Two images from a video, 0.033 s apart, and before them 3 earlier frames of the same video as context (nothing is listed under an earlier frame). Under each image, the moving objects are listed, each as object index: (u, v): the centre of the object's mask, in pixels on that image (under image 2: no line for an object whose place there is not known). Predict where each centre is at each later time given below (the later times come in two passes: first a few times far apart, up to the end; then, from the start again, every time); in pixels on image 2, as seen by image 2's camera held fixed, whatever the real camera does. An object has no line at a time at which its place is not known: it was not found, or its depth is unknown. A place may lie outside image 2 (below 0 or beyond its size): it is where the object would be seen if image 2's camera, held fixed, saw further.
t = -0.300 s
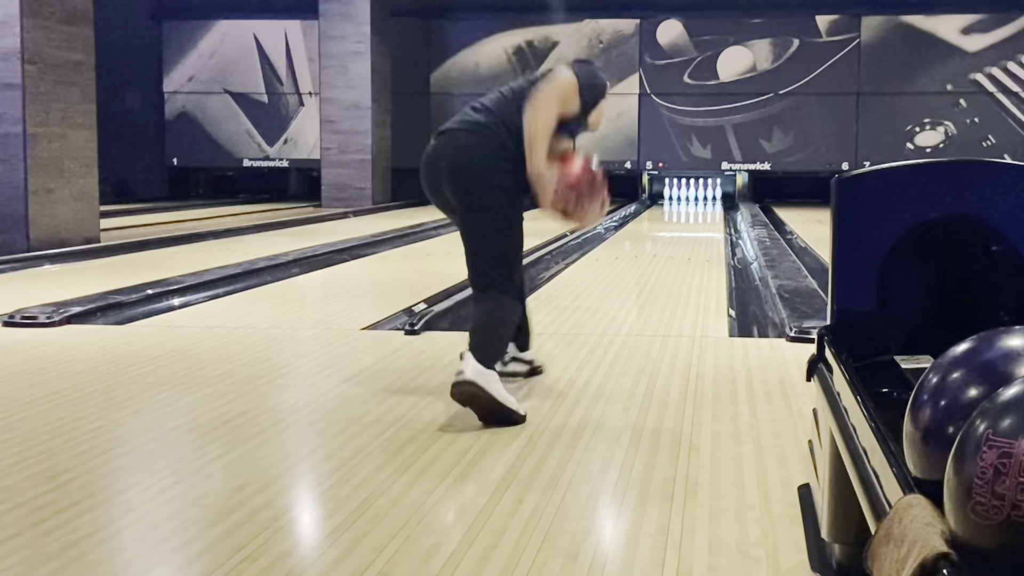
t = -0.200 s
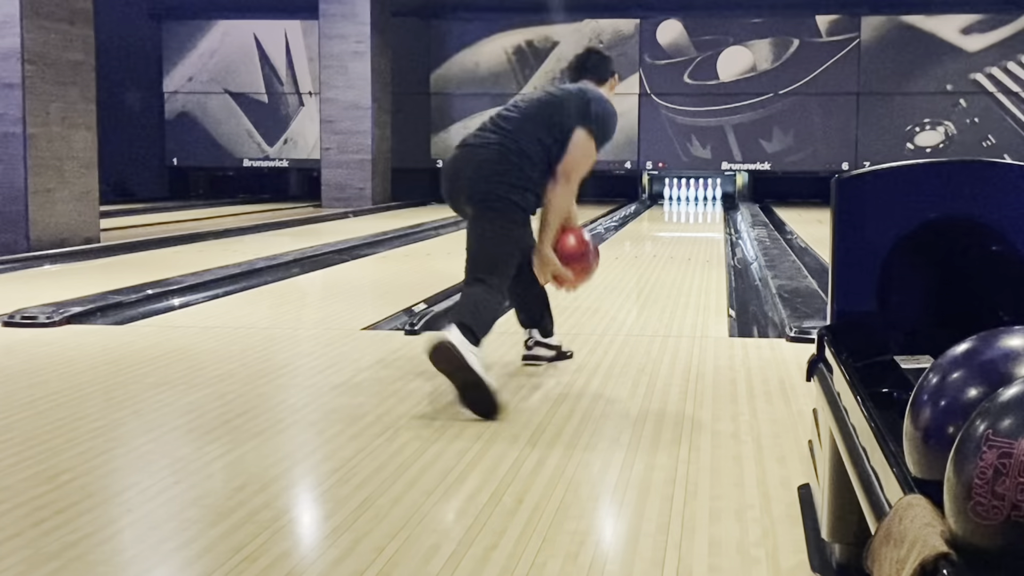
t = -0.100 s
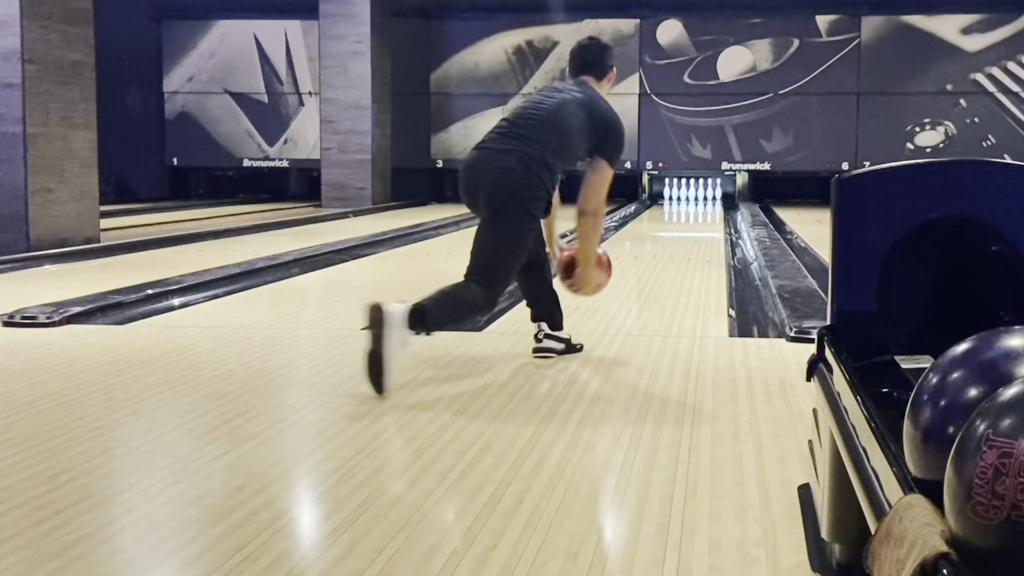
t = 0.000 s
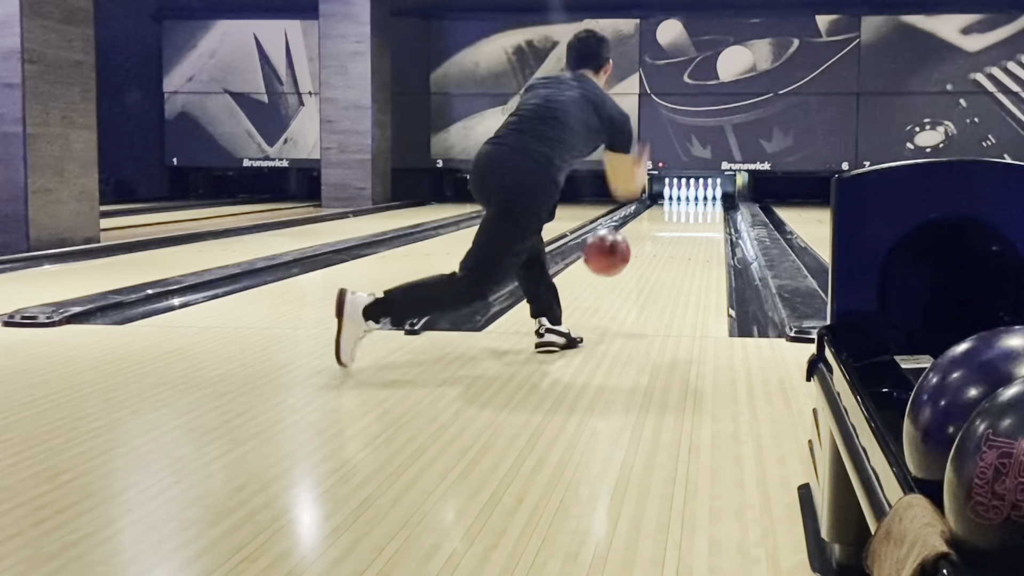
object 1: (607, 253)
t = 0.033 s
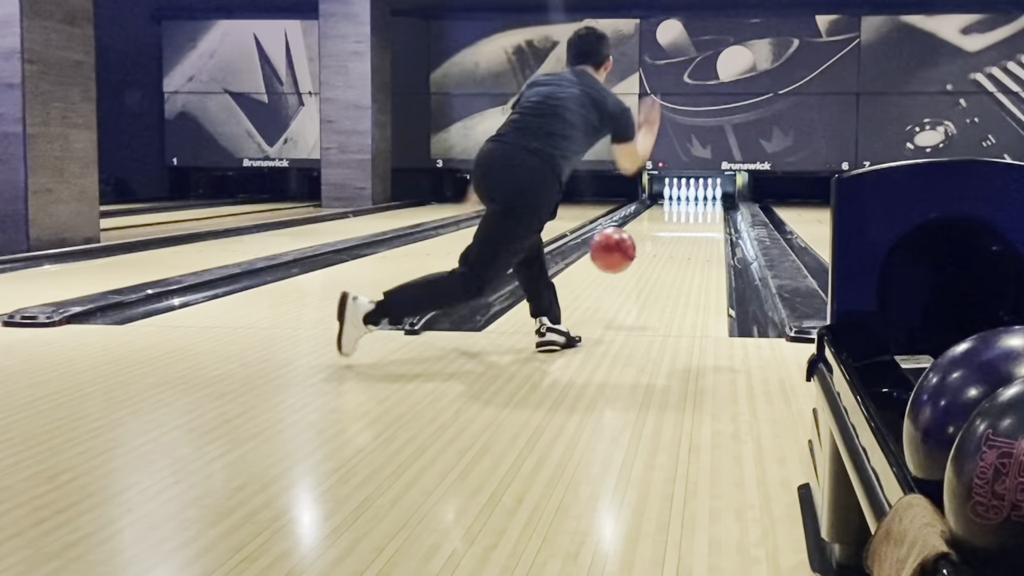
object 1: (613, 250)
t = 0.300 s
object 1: (648, 263)
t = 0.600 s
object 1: (673, 244)
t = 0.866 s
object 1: (687, 232)
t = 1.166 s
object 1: (698, 221)
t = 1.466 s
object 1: (704, 213)
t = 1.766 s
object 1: (708, 207)
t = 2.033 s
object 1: (709, 202)
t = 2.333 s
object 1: (705, 199)
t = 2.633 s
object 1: (698, 196)
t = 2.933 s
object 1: (696, 194)
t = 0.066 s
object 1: (618, 250)
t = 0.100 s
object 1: (623, 253)
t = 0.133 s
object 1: (628, 257)
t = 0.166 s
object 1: (633, 263)
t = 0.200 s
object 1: (637, 271)
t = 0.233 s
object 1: (641, 271)
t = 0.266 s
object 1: (645, 267)
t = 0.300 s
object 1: (648, 263)
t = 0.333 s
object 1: (652, 262)
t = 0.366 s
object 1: (655, 260)
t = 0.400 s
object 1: (658, 258)
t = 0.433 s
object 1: (661, 255)
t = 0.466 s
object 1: (664, 253)
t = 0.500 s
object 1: (666, 251)
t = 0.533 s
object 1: (669, 249)
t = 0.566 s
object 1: (671, 246)
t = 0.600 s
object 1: (673, 244)
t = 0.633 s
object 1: (675, 242)
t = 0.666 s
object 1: (677, 241)
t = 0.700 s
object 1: (679, 239)
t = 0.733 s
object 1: (681, 237)
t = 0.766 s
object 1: (682, 236)
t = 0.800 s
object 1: (684, 235)
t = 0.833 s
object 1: (686, 233)
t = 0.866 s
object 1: (687, 232)
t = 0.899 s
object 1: (688, 230)
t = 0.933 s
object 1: (690, 229)
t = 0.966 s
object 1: (691, 228)
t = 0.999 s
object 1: (692, 226)
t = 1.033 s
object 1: (694, 225)
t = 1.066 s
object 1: (695, 224)
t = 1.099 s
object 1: (696, 223)
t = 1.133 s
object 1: (697, 222)
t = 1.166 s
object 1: (698, 221)
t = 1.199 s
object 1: (699, 220)
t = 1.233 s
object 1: (699, 219)
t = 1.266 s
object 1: (700, 218)
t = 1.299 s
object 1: (701, 217)
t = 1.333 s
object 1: (702, 216)
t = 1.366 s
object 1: (703, 215)
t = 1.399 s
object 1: (703, 214)
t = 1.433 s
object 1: (704, 213)
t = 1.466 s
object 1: (704, 213)
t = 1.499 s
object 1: (705, 212)
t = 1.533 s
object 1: (706, 211)
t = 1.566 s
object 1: (706, 210)
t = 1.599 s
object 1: (706, 210)
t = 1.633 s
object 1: (707, 209)
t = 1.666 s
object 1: (707, 208)
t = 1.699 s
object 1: (708, 208)
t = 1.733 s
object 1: (708, 207)
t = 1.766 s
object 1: (708, 207)
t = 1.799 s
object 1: (708, 206)
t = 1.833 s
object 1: (708, 205)
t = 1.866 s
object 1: (708, 205)
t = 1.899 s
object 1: (709, 204)
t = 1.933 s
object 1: (709, 204)
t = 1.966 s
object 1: (709, 203)
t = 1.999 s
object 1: (709, 203)
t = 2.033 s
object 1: (709, 202)
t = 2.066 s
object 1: (709, 202)
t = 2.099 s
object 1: (708, 202)
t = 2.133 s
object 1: (708, 201)
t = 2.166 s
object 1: (708, 201)
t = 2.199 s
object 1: (708, 200)
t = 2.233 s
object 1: (707, 200)
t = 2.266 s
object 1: (707, 199)
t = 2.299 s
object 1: (706, 199)
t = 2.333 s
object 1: (705, 199)
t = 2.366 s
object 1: (704, 199)
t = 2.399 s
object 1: (703, 198)
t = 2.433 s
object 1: (703, 198)
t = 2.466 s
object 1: (702, 197)
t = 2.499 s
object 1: (701, 197)
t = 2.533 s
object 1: (700, 196)
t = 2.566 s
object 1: (699, 197)
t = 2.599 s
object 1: (699, 196)
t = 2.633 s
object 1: (698, 196)
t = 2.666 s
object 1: (697, 196)
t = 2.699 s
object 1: (696, 196)
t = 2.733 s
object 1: (697, 195)
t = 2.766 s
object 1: (696, 195)
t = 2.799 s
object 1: (696, 195)
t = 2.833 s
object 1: (696, 194)
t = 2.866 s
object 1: (696, 194)
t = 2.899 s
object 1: (697, 194)
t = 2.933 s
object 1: (696, 194)
